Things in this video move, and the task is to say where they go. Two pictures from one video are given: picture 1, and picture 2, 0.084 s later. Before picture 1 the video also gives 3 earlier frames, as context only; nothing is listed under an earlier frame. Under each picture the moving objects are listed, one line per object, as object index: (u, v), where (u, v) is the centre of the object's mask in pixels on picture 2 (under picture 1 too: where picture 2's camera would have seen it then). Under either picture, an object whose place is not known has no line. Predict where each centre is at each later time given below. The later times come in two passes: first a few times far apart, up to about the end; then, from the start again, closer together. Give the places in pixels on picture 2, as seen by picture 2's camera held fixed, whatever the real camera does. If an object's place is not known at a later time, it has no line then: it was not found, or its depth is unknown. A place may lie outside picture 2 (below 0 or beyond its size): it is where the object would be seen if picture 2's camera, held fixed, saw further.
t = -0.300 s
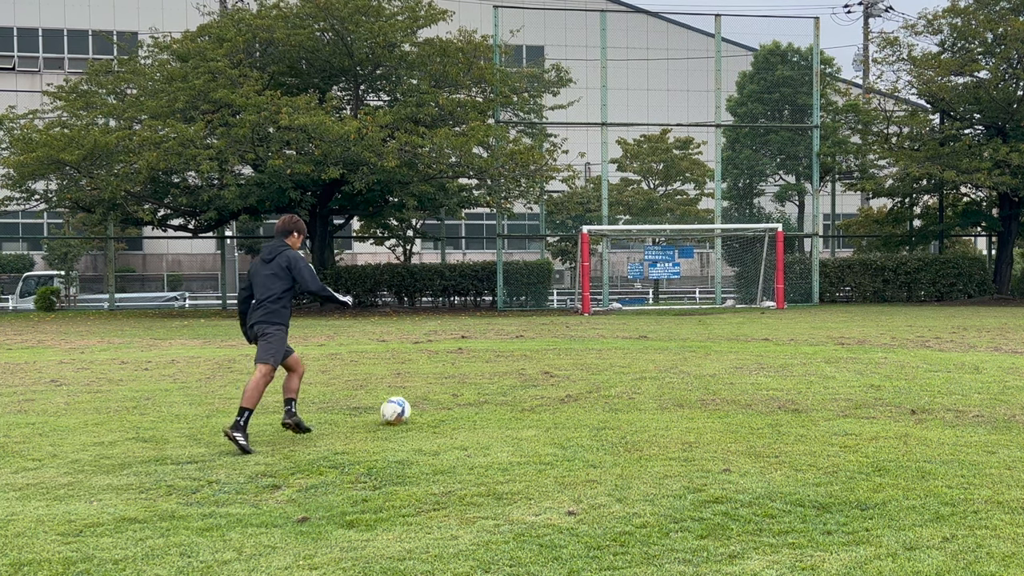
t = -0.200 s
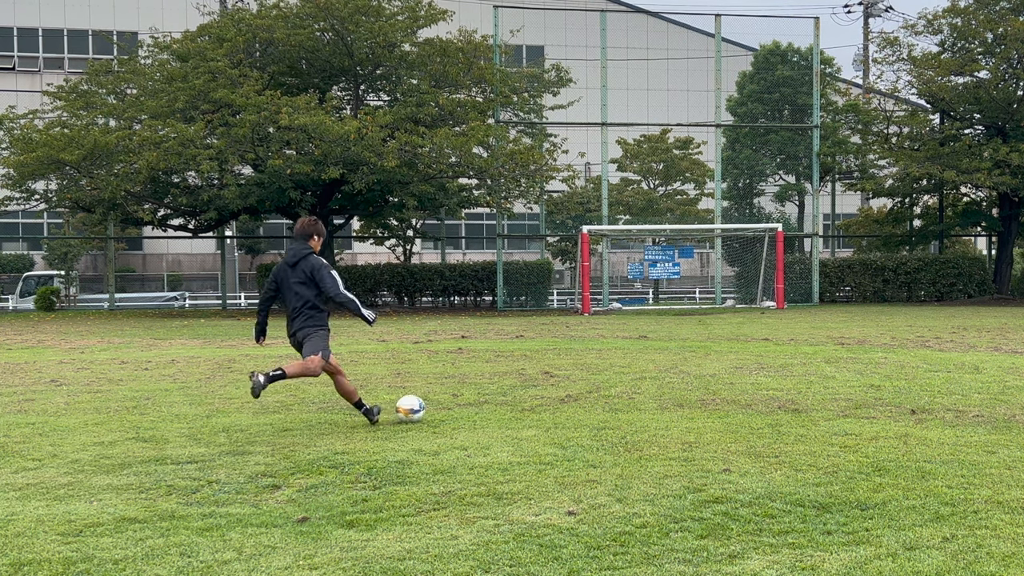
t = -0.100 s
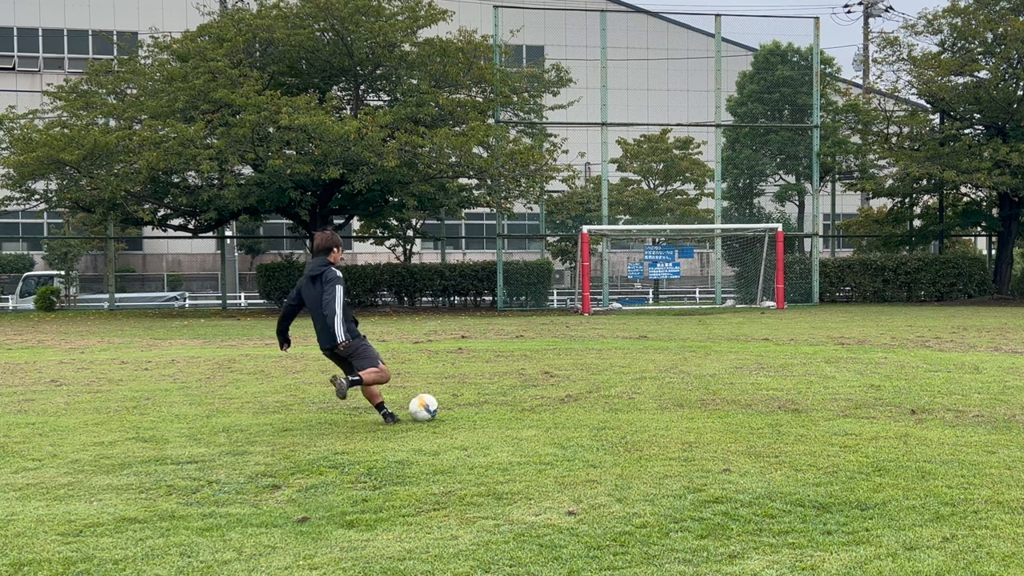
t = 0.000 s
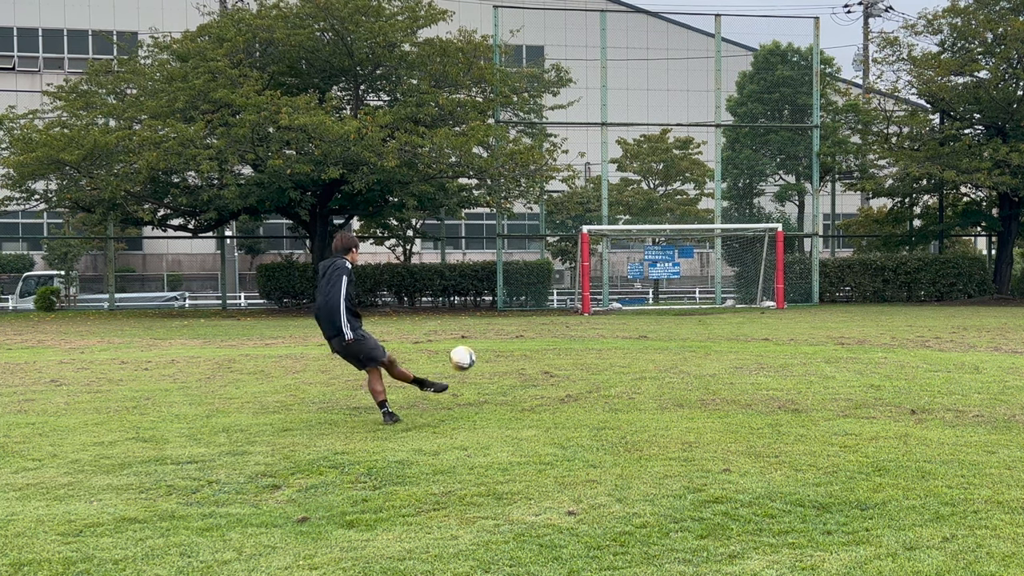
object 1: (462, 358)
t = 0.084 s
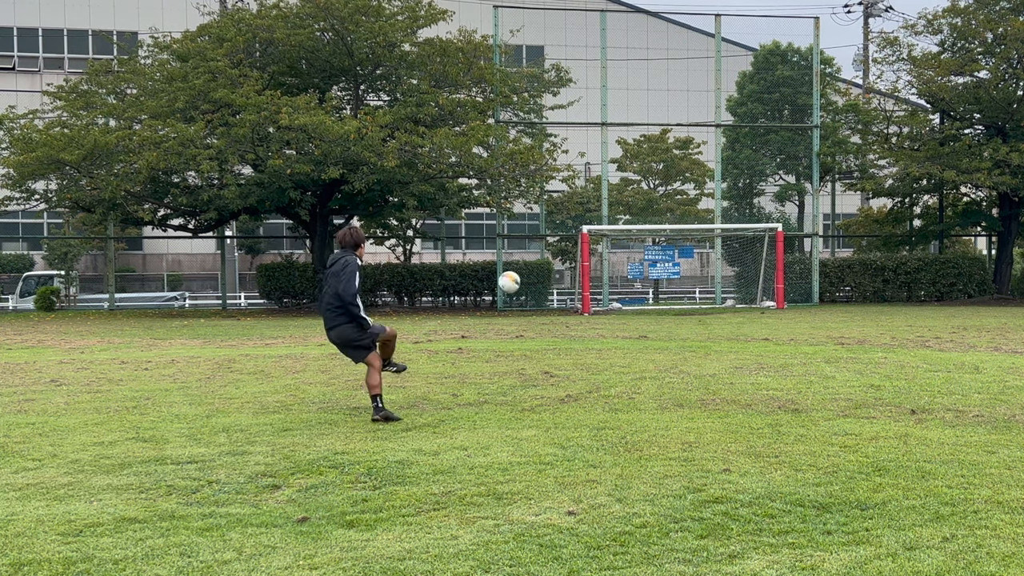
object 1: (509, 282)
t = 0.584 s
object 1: (611, 183)
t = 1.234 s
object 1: (628, 279)
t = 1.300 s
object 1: (629, 289)
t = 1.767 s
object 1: (655, 307)
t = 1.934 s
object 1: (664, 310)
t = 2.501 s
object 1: (698, 311)
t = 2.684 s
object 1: (710, 311)
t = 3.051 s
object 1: (733, 312)
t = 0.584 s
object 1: (611, 183)
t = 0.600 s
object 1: (612, 185)
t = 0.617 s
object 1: (613, 186)
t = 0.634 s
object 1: (614, 187)
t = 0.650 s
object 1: (615, 189)
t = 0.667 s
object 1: (615, 191)
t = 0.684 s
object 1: (617, 193)
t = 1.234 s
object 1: (628, 279)
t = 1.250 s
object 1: (628, 281)
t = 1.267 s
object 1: (628, 284)
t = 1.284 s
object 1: (628, 286)
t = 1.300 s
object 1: (629, 289)
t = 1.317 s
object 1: (629, 292)
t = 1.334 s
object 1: (630, 295)
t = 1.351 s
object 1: (631, 298)
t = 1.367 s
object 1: (632, 301)
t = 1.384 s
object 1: (634, 302)
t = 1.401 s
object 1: (635, 302)
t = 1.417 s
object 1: (636, 302)
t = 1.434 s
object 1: (636, 303)
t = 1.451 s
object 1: (637, 303)
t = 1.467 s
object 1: (638, 304)
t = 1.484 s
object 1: (639, 304)
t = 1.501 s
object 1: (640, 305)
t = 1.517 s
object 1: (641, 305)
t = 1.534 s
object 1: (643, 306)
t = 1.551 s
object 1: (644, 306)
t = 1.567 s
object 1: (644, 306)
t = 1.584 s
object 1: (645, 305)
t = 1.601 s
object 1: (646, 305)
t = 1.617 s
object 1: (647, 305)
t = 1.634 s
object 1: (648, 305)
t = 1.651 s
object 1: (649, 305)
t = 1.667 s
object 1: (649, 305)
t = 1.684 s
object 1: (650, 305)
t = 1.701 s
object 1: (651, 306)
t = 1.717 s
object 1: (653, 307)
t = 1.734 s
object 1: (653, 307)
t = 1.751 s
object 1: (654, 307)
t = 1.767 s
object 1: (655, 307)
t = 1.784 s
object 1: (656, 307)
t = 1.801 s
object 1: (657, 307)
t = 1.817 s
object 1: (658, 307)
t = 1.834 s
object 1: (659, 308)
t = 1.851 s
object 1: (660, 308)
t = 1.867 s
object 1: (661, 309)
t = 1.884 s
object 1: (661, 309)
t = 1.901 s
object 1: (663, 309)
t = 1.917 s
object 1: (663, 310)
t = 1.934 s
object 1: (664, 310)
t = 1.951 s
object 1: (665, 310)
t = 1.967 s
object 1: (667, 311)
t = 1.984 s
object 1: (668, 311)
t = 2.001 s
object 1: (669, 310)
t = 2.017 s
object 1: (670, 311)
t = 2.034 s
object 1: (671, 311)
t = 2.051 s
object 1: (671, 311)
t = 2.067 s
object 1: (673, 311)
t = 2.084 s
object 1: (674, 311)
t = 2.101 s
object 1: (674, 311)
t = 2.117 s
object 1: (675, 311)
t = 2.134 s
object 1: (676, 311)
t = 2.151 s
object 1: (677, 311)
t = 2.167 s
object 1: (679, 312)
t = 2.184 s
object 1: (680, 312)
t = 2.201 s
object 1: (681, 312)
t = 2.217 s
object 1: (682, 312)
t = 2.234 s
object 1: (683, 312)
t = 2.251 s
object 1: (684, 312)
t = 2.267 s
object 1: (685, 311)
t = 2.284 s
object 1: (686, 311)
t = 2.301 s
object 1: (686, 311)
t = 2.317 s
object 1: (687, 312)
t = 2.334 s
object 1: (688, 312)
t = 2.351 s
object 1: (690, 312)
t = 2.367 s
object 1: (690, 312)
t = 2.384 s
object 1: (691, 311)
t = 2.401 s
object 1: (693, 311)
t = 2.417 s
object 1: (694, 311)
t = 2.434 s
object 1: (694, 311)
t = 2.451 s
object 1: (695, 311)
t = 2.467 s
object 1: (697, 311)
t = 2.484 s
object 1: (698, 311)
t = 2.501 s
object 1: (698, 311)
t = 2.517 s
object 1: (700, 311)
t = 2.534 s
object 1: (701, 312)
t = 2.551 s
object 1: (702, 312)
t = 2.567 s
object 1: (703, 312)
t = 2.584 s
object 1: (704, 311)
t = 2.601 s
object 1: (705, 311)
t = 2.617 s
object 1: (706, 311)
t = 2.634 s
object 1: (707, 311)
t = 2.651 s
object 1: (708, 311)
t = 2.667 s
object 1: (709, 311)
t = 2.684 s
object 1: (710, 311)
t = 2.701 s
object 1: (711, 311)
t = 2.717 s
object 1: (713, 311)
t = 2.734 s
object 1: (714, 311)
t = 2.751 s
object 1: (715, 311)
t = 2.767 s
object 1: (716, 311)
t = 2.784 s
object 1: (717, 311)
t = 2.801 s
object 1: (718, 311)
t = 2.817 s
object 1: (719, 311)
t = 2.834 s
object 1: (720, 311)
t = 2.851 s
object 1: (721, 311)
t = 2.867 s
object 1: (722, 311)
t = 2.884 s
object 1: (723, 312)
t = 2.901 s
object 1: (724, 312)
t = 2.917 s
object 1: (725, 312)
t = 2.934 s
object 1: (726, 312)
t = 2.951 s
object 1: (727, 312)
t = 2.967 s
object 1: (728, 312)
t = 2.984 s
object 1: (729, 312)
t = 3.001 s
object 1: (730, 312)
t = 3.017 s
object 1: (731, 312)
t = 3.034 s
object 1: (733, 312)
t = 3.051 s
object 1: (733, 312)
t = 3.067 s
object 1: (734, 312)
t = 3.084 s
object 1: (735, 312)
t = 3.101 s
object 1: (737, 312)
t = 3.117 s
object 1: (737, 312)
